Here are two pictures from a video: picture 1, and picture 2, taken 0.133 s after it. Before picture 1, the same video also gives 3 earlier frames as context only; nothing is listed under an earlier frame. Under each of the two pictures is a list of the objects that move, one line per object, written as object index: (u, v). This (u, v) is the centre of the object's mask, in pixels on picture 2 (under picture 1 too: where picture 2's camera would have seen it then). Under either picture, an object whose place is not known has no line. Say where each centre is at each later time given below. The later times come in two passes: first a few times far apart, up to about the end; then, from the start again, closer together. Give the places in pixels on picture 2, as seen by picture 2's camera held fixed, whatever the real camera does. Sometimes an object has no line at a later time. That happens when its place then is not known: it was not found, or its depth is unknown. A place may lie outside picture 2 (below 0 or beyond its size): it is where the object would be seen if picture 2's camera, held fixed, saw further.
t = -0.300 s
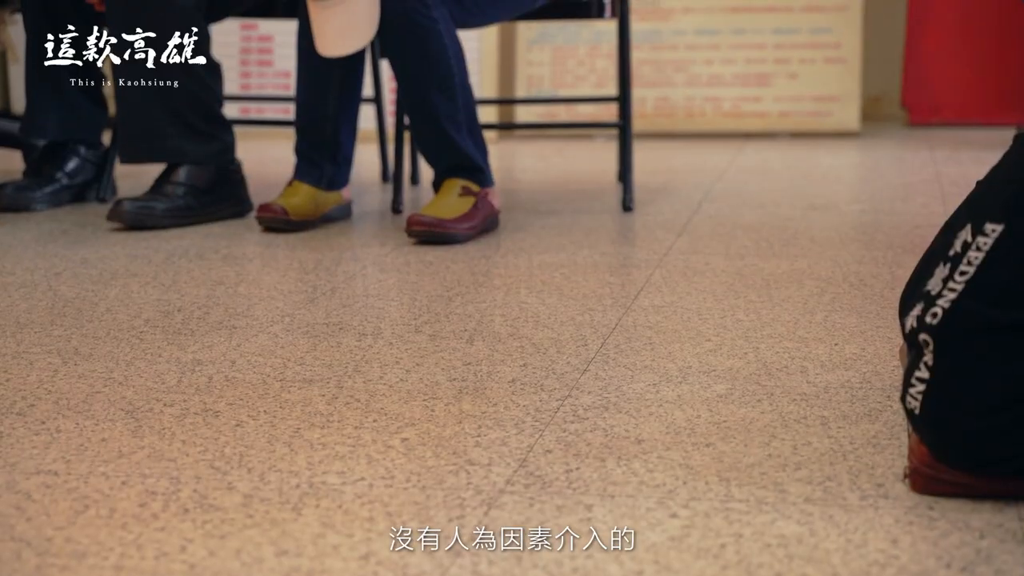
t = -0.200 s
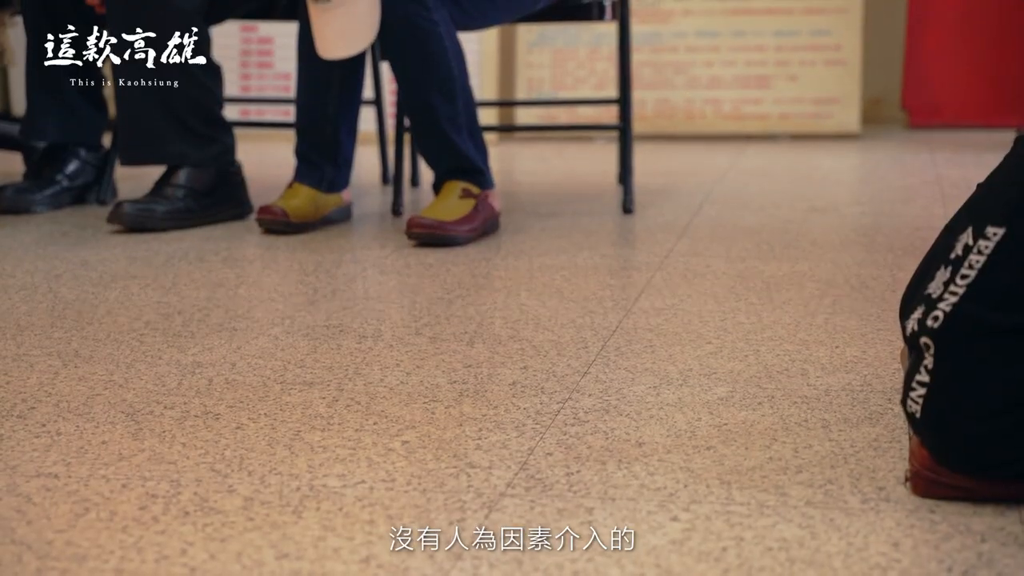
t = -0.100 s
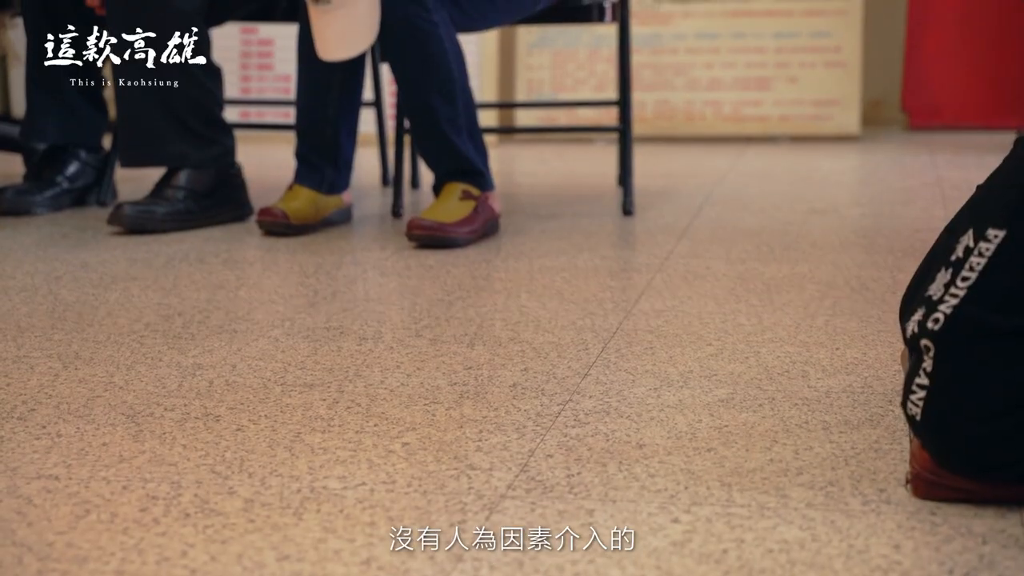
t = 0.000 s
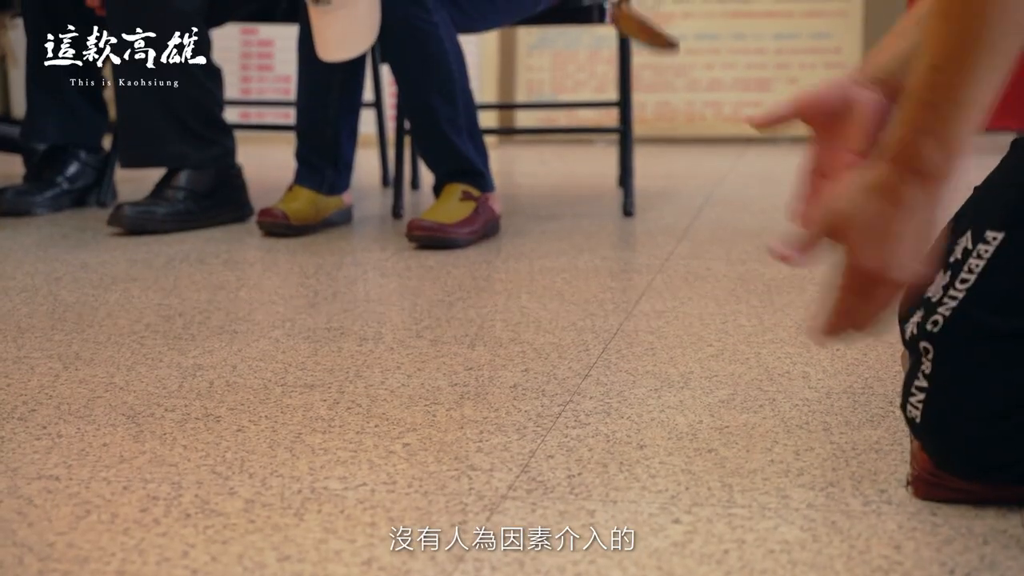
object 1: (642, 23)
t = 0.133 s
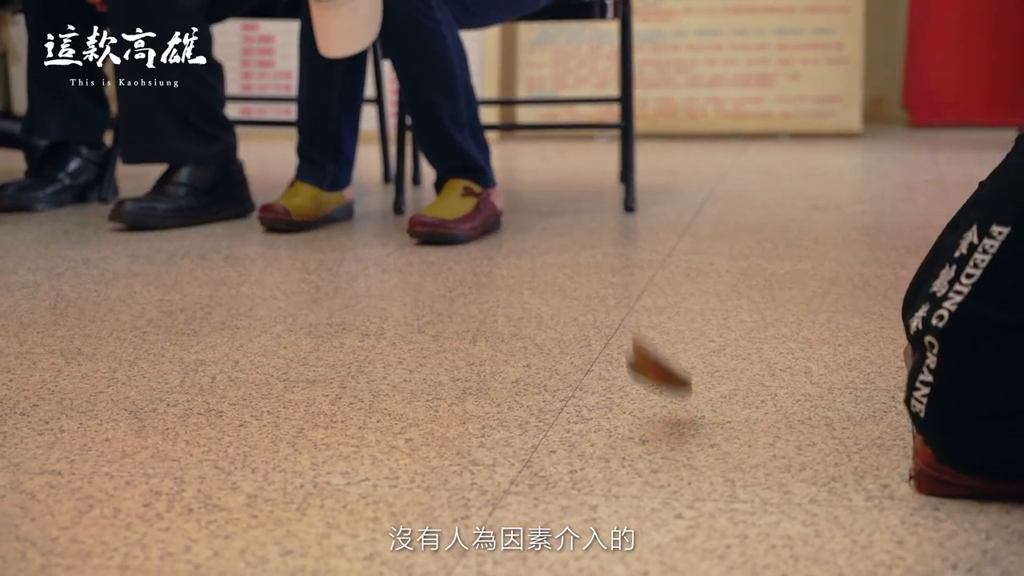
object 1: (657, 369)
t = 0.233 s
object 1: (566, 319)
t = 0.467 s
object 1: (387, 388)
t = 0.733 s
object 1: (331, 398)
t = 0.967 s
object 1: (325, 400)
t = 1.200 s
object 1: (326, 399)
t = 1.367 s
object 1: (330, 397)
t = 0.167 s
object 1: (637, 400)
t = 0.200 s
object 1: (613, 348)
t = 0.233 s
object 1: (566, 319)
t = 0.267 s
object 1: (555, 310)
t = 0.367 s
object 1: (461, 338)
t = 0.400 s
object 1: (430, 359)
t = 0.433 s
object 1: (403, 382)
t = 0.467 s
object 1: (387, 388)
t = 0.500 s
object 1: (374, 388)
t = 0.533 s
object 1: (366, 390)
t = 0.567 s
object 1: (353, 387)
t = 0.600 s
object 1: (343, 388)
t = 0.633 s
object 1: (335, 394)
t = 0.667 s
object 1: (331, 396)
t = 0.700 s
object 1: (328, 399)
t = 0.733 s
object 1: (331, 398)
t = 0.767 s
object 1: (335, 396)
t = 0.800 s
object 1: (335, 396)
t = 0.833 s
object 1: (334, 396)
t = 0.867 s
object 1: (330, 398)
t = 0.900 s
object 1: (327, 399)
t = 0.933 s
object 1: (324, 400)
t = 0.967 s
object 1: (325, 400)
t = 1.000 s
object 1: (326, 399)
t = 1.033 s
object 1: (329, 398)
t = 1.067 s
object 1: (332, 397)
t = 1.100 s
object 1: (332, 397)
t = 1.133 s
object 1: (331, 397)
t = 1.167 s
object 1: (329, 398)
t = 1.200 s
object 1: (326, 399)
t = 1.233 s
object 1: (325, 399)
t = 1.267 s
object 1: (325, 399)
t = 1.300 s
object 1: (327, 399)
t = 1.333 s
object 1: (328, 398)
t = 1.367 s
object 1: (330, 397)
